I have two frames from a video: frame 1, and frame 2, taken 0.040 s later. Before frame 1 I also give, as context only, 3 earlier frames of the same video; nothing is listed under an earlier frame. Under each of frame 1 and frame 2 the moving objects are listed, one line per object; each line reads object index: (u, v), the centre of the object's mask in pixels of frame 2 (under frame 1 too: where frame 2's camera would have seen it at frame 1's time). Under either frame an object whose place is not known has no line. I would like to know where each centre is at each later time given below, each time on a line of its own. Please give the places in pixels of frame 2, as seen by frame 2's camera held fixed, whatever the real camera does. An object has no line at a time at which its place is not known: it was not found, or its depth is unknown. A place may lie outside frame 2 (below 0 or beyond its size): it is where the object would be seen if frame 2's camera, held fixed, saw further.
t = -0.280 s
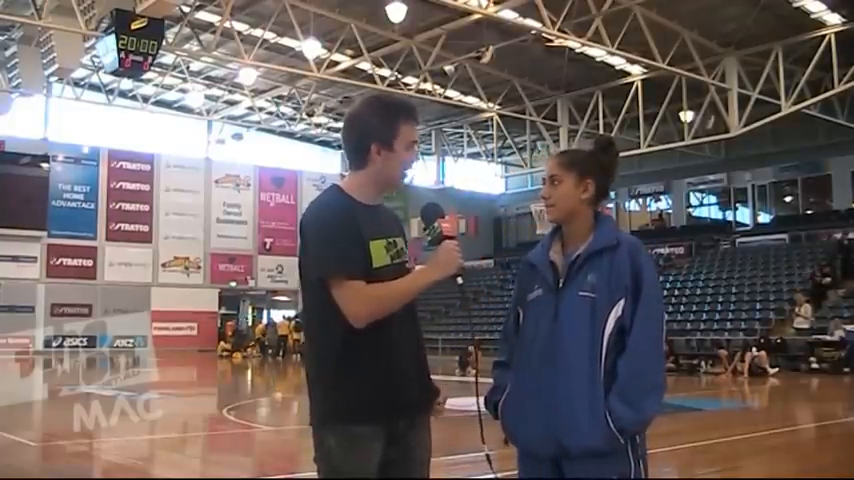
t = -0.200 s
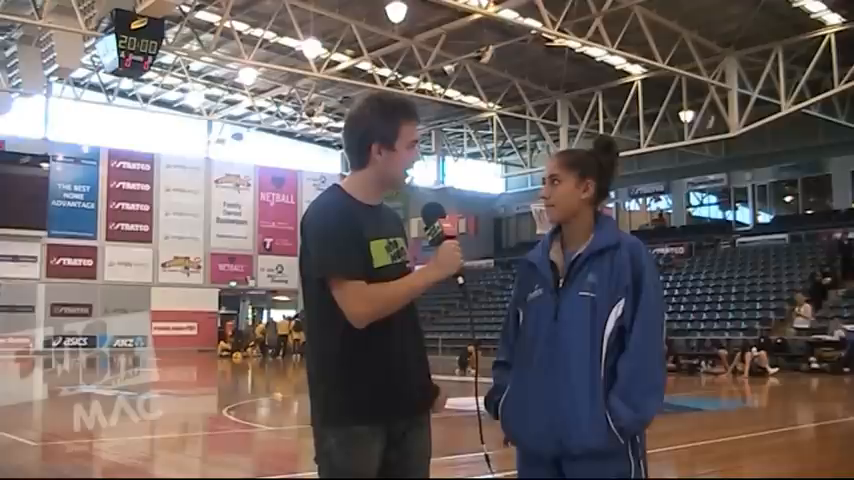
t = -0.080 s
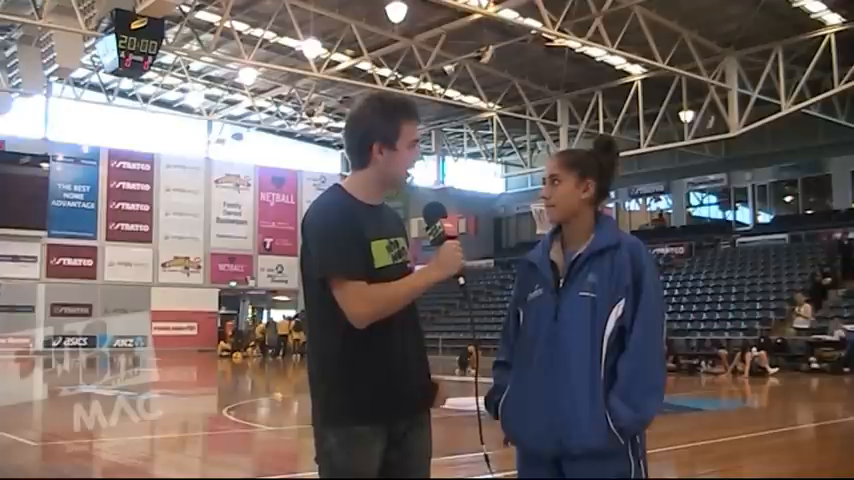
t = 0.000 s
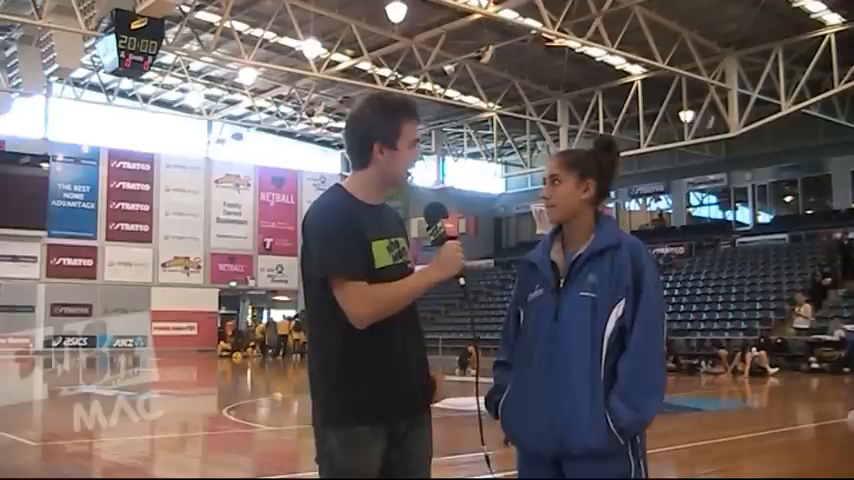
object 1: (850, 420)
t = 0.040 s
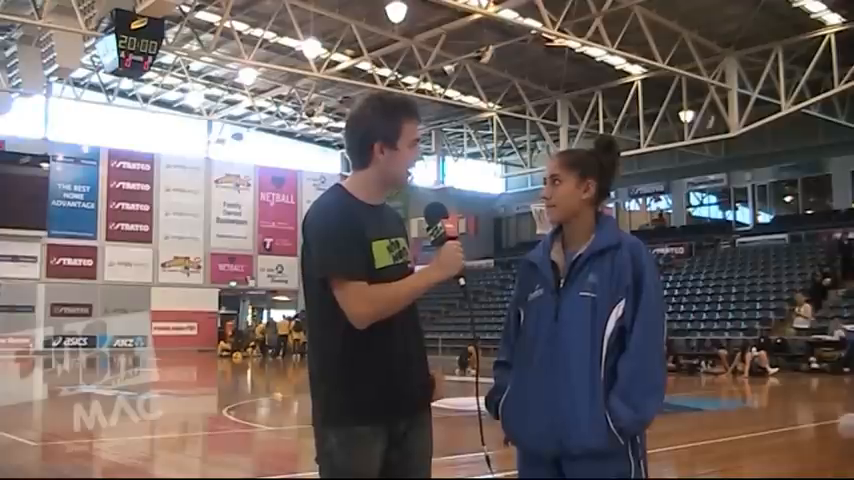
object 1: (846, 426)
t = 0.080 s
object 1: (841, 433)
